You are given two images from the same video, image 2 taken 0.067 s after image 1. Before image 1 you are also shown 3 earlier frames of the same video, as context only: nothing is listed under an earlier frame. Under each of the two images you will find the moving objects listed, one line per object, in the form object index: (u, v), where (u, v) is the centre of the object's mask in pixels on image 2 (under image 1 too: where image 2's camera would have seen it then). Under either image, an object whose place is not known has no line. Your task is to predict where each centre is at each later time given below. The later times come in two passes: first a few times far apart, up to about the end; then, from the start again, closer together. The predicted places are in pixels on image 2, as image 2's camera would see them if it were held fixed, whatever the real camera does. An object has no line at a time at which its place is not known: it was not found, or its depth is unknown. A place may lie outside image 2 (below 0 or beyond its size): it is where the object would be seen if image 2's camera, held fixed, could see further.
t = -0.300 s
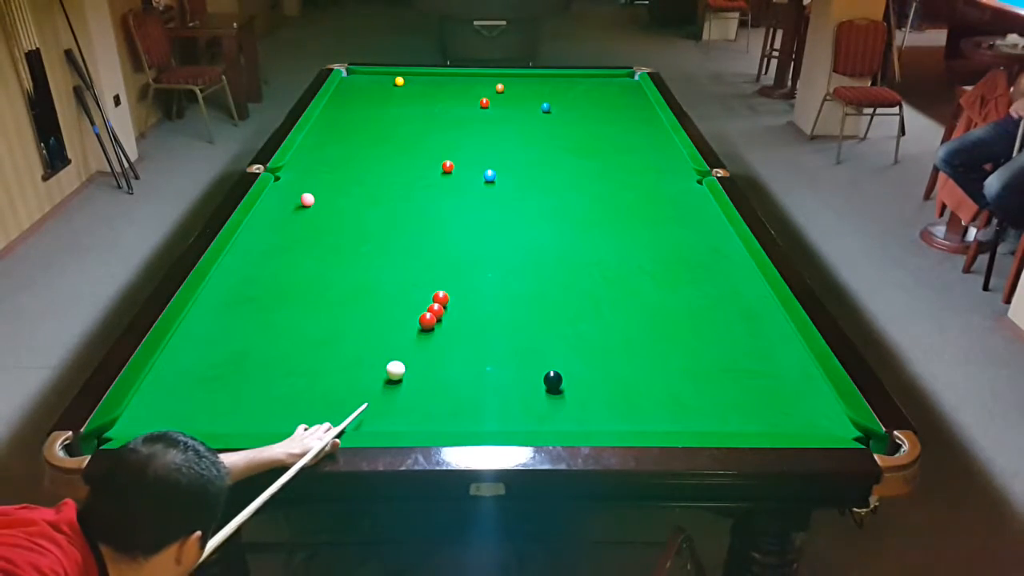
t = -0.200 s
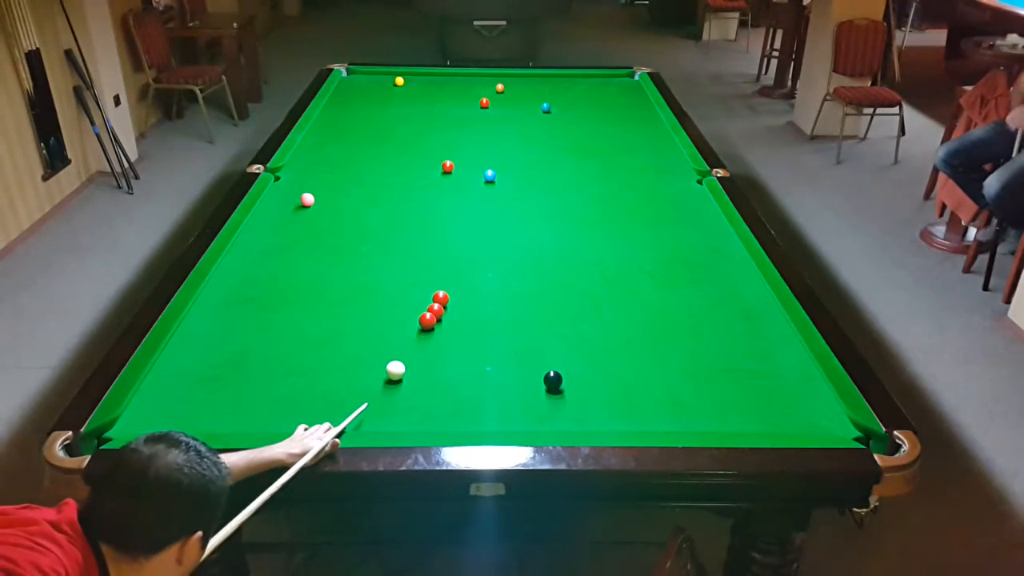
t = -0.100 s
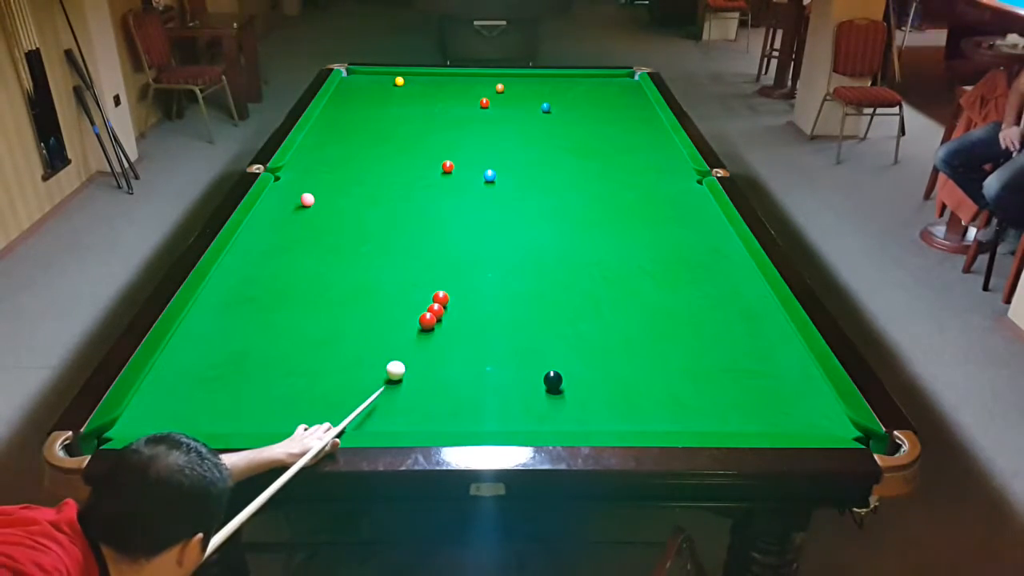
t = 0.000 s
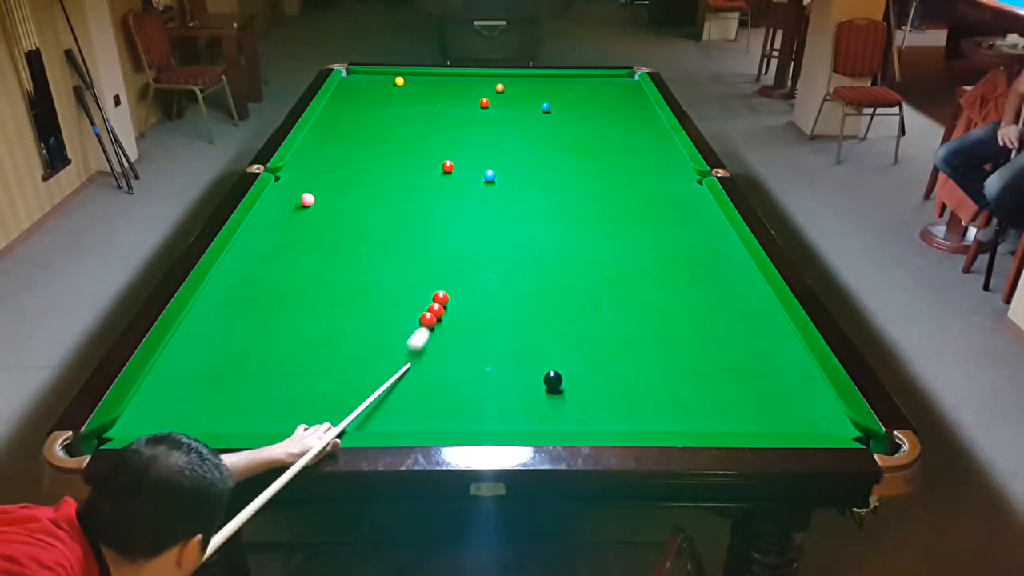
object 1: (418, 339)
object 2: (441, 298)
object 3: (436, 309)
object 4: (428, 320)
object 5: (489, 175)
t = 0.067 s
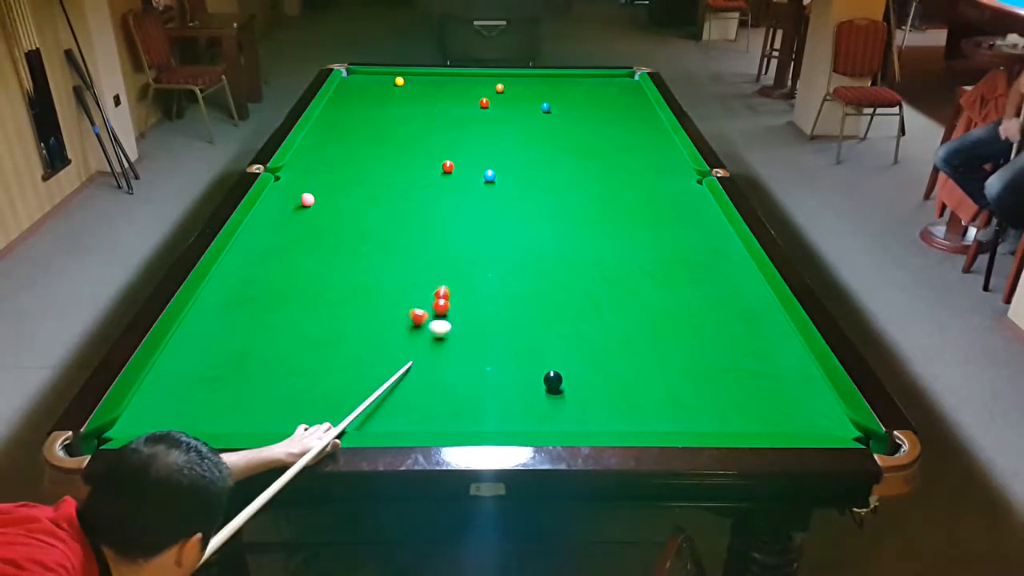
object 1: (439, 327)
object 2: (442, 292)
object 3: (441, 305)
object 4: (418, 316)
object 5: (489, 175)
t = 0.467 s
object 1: (535, 337)
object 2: (463, 235)
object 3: (478, 305)
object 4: (339, 293)
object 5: (489, 175)
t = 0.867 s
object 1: (620, 349)
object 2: (478, 193)
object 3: (508, 305)
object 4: (273, 273)
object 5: (490, 175)
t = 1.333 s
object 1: (716, 363)
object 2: (465, 168)
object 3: (535, 305)
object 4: (250, 255)
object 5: (513, 163)
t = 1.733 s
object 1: (794, 374)
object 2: (446, 155)
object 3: (552, 305)
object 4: (289, 247)
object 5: (538, 150)
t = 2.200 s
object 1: (788, 396)
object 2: (429, 144)
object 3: (564, 305)
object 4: (326, 239)
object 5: (563, 138)
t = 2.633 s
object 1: (760, 417)
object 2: (415, 134)
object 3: (567, 305)
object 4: (352, 234)
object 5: (582, 129)
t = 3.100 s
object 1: (731, 421)
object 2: (404, 127)
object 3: (567, 306)
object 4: (373, 230)
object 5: (600, 120)
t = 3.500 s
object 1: (711, 416)
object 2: (396, 121)
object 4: (386, 227)
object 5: (613, 115)
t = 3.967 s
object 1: (695, 410)
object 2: (389, 117)
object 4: (394, 225)
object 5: (625, 109)
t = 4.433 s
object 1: (690, 408)
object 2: (383, 114)
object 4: (397, 224)
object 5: (635, 105)
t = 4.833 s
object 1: (691, 408)
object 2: (380, 113)
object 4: (397, 224)
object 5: (641, 103)
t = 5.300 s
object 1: (691, 408)
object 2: (378, 112)
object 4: (397, 224)
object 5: (646, 100)
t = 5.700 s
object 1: (691, 408)
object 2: (378, 112)
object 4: (397, 224)
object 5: (644, 100)
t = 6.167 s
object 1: (691, 408)
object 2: (378, 112)
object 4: (397, 224)
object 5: (643, 99)
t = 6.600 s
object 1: (691, 408)
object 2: (378, 112)
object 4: (397, 224)
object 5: (643, 99)
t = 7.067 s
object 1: (691, 409)
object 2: (378, 112)
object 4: (397, 224)
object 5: (643, 99)
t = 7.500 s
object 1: (691, 409)
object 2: (378, 112)
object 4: (397, 224)
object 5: (643, 99)
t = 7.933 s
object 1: (691, 408)
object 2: (378, 112)
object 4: (397, 224)
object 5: (643, 99)
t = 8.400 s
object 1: (691, 408)
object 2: (378, 112)
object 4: (397, 224)
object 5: (644, 99)
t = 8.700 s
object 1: (691, 408)
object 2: (378, 112)
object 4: (397, 224)
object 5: (643, 99)
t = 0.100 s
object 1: (450, 327)
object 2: (444, 288)
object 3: (445, 307)
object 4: (410, 314)
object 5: (489, 175)
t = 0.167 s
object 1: (469, 328)
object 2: (449, 275)
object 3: (451, 306)
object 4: (395, 310)
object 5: (489, 175)
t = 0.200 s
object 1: (477, 329)
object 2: (451, 270)
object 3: (454, 306)
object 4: (389, 308)
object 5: (489, 175)
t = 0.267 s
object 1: (492, 331)
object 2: (454, 260)
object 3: (461, 306)
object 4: (376, 304)
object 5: (489, 175)
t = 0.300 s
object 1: (499, 332)
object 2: (456, 256)
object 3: (463, 306)
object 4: (370, 302)
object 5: (489, 175)
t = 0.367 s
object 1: (514, 334)
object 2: (459, 247)
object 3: (469, 306)
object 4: (357, 298)
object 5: (489, 175)
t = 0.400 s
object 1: (521, 335)
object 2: (460, 243)
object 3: (472, 305)
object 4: (351, 296)
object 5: (489, 175)
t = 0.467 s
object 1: (535, 337)
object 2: (463, 235)
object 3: (478, 305)
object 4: (339, 293)
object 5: (489, 175)
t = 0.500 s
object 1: (542, 338)
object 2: (464, 230)
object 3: (480, 305)
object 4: (333, 291)
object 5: (489, 175)
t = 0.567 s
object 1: (557, 340)
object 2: (467, 223)
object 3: (486, 305)
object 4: (322, 287)
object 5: (489, 175)
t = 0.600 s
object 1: (564, 341)
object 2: (469, 219)
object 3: (488, 305)
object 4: (316, 285)
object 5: (489, 175)
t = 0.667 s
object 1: (578, 343)
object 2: (471, 212)
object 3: (493, 305)
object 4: (305, 282)
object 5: (489, 175)
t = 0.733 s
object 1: (592, 345)
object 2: (473, 205)
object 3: (498, 305)
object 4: (294, 279)
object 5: (489, 175)
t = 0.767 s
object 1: (599, 346)
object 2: (474, 202)
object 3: (501, 305)
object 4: (289, 277)
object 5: (489, 175)
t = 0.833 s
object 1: (613, 348)
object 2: (477, 196)
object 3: (505, 305)
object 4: (279, 274)
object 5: (489, 175)
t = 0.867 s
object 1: (620, 349)
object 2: (478, 193)
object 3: (508, 305)
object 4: (273, 273)
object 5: (490, 175)
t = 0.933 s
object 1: (634, 351)
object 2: (479, 187)
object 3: (512, 305)
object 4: (263, 270)
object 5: (490, 175)
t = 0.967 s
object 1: (641, 352)
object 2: (481, 184)
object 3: (514, 304)
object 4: (259, 268)
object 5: (490, 175)
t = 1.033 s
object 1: (655, 354)
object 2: (482, 179)
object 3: (518, 305)
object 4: (249, 265)
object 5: (491, 174)
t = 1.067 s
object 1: (661, 355)
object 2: (479, 178)
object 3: (520, 305)
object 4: (244, 264)
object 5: (493, 173)
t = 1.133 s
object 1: (675, 357)
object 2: (475, 175)
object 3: (524, 305)
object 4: (235, 261)
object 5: (499, 170)
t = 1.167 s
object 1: (682, 358)
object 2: (473, 174)
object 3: (526, 305)
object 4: (231, 259)
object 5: (501, 169)
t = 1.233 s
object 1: (695, 360)
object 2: (470, 172)
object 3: (530, 305)
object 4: (239, 258)
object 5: (506, 167)
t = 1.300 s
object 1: (709, 362)
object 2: (467, 170)
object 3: (533, 305)
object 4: (246, 256)
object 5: (511, 164)
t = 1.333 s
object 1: (716, 363)
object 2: (465, 168)
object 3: (535, 305)
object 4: (250, 255)
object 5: (513, 163)
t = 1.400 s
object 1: (729, 365)
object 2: (462, 166)
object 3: (538, 305)
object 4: (257, 254)
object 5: (518, 161)
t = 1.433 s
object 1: (735, 366)
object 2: (460, 165)
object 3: (540, 305)
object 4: (260, 253)
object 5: (520, 160)
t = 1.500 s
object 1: (749, 368)
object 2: (458, 163)
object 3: (543, 305)
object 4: (267, 252)
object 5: (524, 157)
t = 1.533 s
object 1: (755, 369)
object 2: (456, 161)
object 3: (544, 305)
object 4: (270, 251)
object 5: (526, 156)
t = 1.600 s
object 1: (768, 371)
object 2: (453, 159)
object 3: (547, 305)
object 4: (277, 250)
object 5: (530, 154)
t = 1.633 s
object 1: (775, 372)
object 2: (451, 158)
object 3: (548, 305)
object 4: (280, 249)
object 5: (532, 153)
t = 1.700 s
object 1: (787, 373)
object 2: (448, 156)
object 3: (550, 305)
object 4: (286, 248)
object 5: (536, 151)
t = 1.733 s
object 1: (794, 374)
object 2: (446, 155)
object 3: (552, 305)
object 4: (289, 247)
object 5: (538, 150)
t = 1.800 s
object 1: (806, 376)
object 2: (444, 154)
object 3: (554, 305)
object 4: (295, 246)
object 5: (542, 148)
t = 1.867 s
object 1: (810, 379)
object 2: (441, 152)
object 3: (556, 305)
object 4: (300, 245)
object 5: (546, 146)
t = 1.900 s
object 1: (807, 381)
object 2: (440, 151)
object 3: (557, 305)
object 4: (303, 244)
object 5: (548, 145)
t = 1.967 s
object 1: (803, 384)
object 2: (437, 149)
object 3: (559, 305)
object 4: (308, 243)
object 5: (551, 144)
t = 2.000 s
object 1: (801, 386)
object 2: (436, 148)
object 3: (560, 305)
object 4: (311, 243)
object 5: (553, 143)
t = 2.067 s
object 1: (796, 389)
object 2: (434, 147)
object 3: (561, 305)
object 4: (316, 242)
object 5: (556, 141)
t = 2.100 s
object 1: (794, 391)
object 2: (433, 146)
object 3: (562, 305)
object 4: (319, 241)
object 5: (558, 140)
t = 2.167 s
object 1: (790, 394)
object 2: (430, 144)
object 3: (563, 305)
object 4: (324, 240)
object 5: (561, 139)
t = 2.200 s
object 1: (788, 396)
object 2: (429, 144)
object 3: (564, 305)
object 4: (326, 239)
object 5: (563, 138)
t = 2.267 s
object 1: (783, 399)
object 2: (427, 142)
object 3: (565, 305)
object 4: (330, 238)
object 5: (566, 136)
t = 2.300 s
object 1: (781, 400)
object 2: (426, 141)
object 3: (565, 305)
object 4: (332, 238)
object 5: (567, 136)
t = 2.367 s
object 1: (777, 404)
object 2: (423, 140)
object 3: (566, 305)
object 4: (337, 237)
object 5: (570, 134)
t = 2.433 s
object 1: (773, 407)
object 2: (421, 138)
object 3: (566, 305)
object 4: (341, 236)
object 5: (573, 133)
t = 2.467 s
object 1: (771, 409)
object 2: (420, 138)
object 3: (567, 305)
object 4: (343, 236)
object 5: (575, 132)
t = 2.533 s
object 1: (767, 412)
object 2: (418, 136)
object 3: (567, 305)
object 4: (346, 235)
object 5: (578, 131)
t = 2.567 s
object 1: (764, 413)
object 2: (417, 136)
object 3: (567, 305)
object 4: (348, 235)
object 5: (579, 130)
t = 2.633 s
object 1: (760, 417)
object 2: (415, 134)
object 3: (567, 305)
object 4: (352, 234)
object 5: (582, 129)
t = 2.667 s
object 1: (758, 418)
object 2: (415, 134)
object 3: (567, 305)
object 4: (354, 234)
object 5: (583, 128)
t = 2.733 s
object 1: (754, 420)
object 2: (413, 133)
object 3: (567, 305)
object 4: (357, 233)
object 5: (586, 127)
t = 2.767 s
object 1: (752, 421)
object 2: (412, 132)
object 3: (567, 306)
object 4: (359, 233)
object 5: (587, 126)
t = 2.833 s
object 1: (748, 423)
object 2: (410, 131)
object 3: (567, 306)
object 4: (362, 232)
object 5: (590, 125)
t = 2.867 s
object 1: (746, 424)
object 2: (409, 130)
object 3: (567, 306)
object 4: (363, 232)
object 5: (591, 124)
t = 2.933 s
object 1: (742, 425)
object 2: (408, 129)
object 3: (567, 306)
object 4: (366, 231)
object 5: (594, 123)
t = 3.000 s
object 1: (738, 424)
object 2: (406, 128)
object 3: (567, 306)
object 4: (369, 230)
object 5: (596, 122)
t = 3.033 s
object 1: (735, 423)
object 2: (405, 127)
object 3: (567, 306)
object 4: (371, 230)
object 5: (597, 122)
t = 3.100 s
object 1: (731, 421)
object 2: (404, 127)
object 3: (567, 306)
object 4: (373, 230)
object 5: (600, 120)
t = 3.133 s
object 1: (729, 421)
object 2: (403, 126)
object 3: (567, 306)
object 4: (374, 229)
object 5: (601, 120)
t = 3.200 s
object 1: (725, 420)
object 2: (402, 125)
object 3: (567, 306)
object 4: (377, 229)
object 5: (603, 119)
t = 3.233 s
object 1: (724, 420)
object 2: (401, 125)
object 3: (567, 306)
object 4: (378, 229)
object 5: (604, 118)
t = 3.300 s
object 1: (720, 419)
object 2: (400, 124)
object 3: (567, 306)
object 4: (380, 228)
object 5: (606, 117)
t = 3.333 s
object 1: (719, 418)
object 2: (399, 123)
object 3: (567, 306)
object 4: (381, 228)
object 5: (607, 117)
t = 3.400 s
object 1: (715, 417)
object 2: (398, 122)
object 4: (383, 227)
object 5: (610, 116)
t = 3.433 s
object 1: (714, 417)
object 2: (397, 122)
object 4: (384, 227)
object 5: (611, 116)
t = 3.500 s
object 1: (711, 416)
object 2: (396, 121)
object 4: (386, 227)
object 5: (613, 115)
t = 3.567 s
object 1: (708, 414)
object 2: (395, 121)
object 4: (387, 226)
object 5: (615, 114)
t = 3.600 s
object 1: (707, 414)
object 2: (395, 120)
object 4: (388, 226)
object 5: (616, 113)
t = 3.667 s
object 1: (704, 413)
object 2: (393, 119)
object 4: (389, 226)
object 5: (618, 113)
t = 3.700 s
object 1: (703, 413)
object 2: (393, 119)
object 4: (390, 226)
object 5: (619, 112)
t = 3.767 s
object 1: (701, 412)
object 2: (392, 119)
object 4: (391, 226)
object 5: (620, 111)
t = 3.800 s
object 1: (699, 412)
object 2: (391, 118)
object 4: (392, 226)
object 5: (621, 111)
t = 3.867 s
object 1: (698, 411)
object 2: (390, 118)
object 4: (393, 225)
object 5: (623, 110)
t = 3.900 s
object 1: (697, 411)
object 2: (390, 117)
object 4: (394, 225)
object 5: (623, 110)
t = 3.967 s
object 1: (695, 410)
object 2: (389, 117)
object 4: (394, 225)
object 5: (625, 109)
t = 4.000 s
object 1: (694, 410)
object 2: (388, 116)
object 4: (395, 225)
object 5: (626, 109)
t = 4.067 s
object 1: (693, 409)
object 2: (387, 116)
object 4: (395, 225)
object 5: (627, 108)
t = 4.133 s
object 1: (692, 409)
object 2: (386, 116)
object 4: (396, 225)
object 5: (629, 108)
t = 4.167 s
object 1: (692, 409)
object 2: (386, 115)
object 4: (396, 225)
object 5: (629, 107)
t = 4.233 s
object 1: (691, 408)
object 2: (385, 115)
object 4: (396, 224)
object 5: (631, 107)
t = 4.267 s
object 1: (691, 408)
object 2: (385, 115)
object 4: (397, 224)
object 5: (632, 107)
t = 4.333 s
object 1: (691, 408)
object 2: (384, 114)
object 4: (397, 224)
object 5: (633, 106)
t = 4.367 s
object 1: (690, 408)
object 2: (384, 114)
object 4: (397, 224)
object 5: (633, 106)
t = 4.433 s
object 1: (690, 408)
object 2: (383, 114)
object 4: (397, 224)
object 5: (635, 105)
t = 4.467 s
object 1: (690, 408)
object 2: (383, 114)
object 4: (397, 224)
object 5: (635, 105)
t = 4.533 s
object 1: (691, 408)
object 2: (382, 113)
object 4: (397, 224)
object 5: (636, 105)
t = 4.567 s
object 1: (691, 408)
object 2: (382, 113)
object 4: (397, 224)
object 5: (637, 104)
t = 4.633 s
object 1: (691, 408)
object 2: (381, 113)
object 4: (397, 224)
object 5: (638, 104)
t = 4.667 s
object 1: (691, 408)
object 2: (381, 113)
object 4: (397, 224)
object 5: (638, 104)
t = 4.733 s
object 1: (691, 408)
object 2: (380, 113)
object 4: (397, 224)
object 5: (640, 103)
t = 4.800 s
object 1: (691, 408)
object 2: (380, 113)
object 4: (397, 224)
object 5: (641, 103)
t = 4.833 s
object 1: (691, 408)
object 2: (380, 113)
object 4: (397, 224)
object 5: (641, 103)
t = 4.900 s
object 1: (691, 408)
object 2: (379, 112)
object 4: (397, 224)
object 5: (642, 102)
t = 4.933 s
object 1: (691, 408)
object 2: (379, 112)
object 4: (397, 224)
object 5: (642, 102)
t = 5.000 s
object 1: (691, 408)
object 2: (379, 112)
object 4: (397, 224)
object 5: (643, 102)
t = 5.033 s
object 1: (691, 408)
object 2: (379, 112)
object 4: (397, 224)
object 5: (644, 102)
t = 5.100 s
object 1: (691, 408)
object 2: (379, 112)
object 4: (397, 224)
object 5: (644, 101)
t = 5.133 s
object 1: (691, 408)
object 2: (378, 112)
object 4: (397, 224)
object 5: (645, 101)
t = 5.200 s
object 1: (691, 408)
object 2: (378, 112)
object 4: (397, 224)
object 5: (646, 101)
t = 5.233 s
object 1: (691, 408)
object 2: (378, 112)
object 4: (397, 224)
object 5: (646, 101)
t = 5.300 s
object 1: (691, 408)
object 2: (378, 112)
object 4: (397, 224)
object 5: (646, 100)
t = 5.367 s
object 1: (691, 408)
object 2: (378, 112)
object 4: (397, 224)
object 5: (646, 100)
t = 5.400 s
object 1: (691, 408)
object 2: (378, 112)
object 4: (397, 224)
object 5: (645, 100)
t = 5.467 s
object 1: (691, 408)
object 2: (378, 112)
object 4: (397, 224)
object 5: (645, 100)
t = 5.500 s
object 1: (691, 408)
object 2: (378, 112)
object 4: (397, 224)
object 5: (645, 100)
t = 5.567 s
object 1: (691, 408)
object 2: (378, 112)
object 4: (397, 224)
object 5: (644, 100)
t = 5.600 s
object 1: (691, 408)
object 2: (378, 112)
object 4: (397, 224)
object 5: (644, 100)
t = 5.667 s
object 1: (691, 409)
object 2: (378, 112)
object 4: (397, 224)
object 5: (644, 100)
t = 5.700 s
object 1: (691, 408)
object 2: (378, 112)
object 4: (397, 224)
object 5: (644, 100)
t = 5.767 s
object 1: (691, 409)
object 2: (378, 112)
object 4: (397, 224)
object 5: (644, 99)
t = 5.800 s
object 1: (691, 409)
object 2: (378, 112)
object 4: (397, 224)
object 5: (643, 100)
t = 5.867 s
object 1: (691, 408)
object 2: (378, 112)
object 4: (397, 224)
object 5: (643, 99)
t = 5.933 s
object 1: (691, 408)
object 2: (378, 112)
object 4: (397, 224)
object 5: (643, 99)
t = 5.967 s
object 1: (691, 409)
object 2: (378, 112)
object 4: (397, 224)
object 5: (644, 99)
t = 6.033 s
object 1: (691, 408)
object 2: (378, 112)
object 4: (397, 224)
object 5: (644, 99)
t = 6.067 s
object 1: (691, 409)
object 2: (378, 112)
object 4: (397, 224)
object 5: (643, 99)
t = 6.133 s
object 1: (691, 408)
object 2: (378, 112)
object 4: (397, 224)
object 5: (644, 99)
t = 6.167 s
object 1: (691, 408)
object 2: (378, 112)
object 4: (397, 224)
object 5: (643, 99)
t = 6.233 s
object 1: (691, 408)
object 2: (378, 112)
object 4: (397, 224)
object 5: (643, 99)
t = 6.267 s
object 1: (691, 408)
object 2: (378, 112)
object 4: (397, 224)
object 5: (643, 99)
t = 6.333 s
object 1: (691, 408)
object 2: (378, 112)
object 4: (397, 224)
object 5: (643, 99)
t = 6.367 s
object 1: (691, 409)
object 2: (378, 112)
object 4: (397, 224)
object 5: (644, 99)
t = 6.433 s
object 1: (691, 409)
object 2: (378, 112)
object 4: (397, 224)
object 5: (644, 99)
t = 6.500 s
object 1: (691, 409)
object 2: (378, 112)
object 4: (397, 224)
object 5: (644, 99)
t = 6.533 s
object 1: (691, 408)
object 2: (378, 112)
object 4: (397, 224)
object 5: (644, 99)
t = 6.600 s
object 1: (691, 408)
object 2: (378, 112)
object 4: (397, 224)
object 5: (643, 99)
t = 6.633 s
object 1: (691, 408)
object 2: (378, 112)
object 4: (397, 224)
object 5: (643, 99)
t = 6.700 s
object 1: (691, 409)
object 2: (378, 112)
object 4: (397, 224)
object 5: (643, 99)
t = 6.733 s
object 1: (691, 409)
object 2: (378, 112)
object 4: (397, 224)
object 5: (643, 99)
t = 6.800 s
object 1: (691, 408)
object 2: (378, 112)
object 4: (397, 224)
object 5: (643, 99)
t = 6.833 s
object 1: (691, 409)
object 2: (378, 112)
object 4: (397, 224)
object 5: (643, 99)
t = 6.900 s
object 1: (691, 409)
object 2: (378, 112)
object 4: (397, 224)
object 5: (643, 99)
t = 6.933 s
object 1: (691, 409)
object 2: (378, 112)
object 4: (397, 224)
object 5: (643, 99)
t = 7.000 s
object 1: (691, 409)
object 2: (378, 112)
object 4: (397, 224)
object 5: (643, 99)
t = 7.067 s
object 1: (691, 409)
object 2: (378, 112)
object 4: (397, 224)
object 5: (643, 99)
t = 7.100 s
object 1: (691, 409)
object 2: (378, 112)
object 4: (397, 224)
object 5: (643, 99)
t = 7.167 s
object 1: (691, 409)
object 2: (378, 112)
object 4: (397, 224)
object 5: (643, 99)
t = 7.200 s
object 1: (691, 409)
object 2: (378, 112)
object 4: (397, 224)
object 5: (643, 99)
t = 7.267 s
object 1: (691, 409)
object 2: (378, 112)
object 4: (397, 224)
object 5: (643, 99)
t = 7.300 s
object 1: (691, 409)
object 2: (378, 112)
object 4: (397, 224)
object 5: (643, 99)
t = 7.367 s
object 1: (691, 409)
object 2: (378, 112)
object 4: (397, 224)
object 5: (643, 99)
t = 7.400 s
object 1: (691, 408)
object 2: (378, 112)
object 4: (397, 224)
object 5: (643, 99)
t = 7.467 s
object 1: (691, 409)
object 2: (378, 112)
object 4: (397, 224)
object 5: (643, 99)
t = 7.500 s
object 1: (691, 409)
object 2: (378, 112)
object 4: (397, 224)
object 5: (643, 99)
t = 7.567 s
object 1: (691, 409)
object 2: (378, 112)
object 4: (397, 224)
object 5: (643, 99)
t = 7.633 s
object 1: (691, 409)
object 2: (378, 112)
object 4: (397, 224)
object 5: (643, 99)
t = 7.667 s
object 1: (691, 409)
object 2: (378, 112)
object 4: (397, 224)
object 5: (643, 99)
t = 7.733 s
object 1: (691, 409)
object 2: (378, 112)
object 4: (397, 224)
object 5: (643, 99)
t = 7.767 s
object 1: (691, 408)
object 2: (378, 112)
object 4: (397, 224)
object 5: (643, 99)
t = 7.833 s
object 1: (691, 408)
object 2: (378, 112)
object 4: (397, 224)
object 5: (643, 99)
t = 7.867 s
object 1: (691, 408)
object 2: (378, 112)
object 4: (397, 224)
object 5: (644, 99)
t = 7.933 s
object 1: (691, 408)
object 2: (378, 112)
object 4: (397, 224)
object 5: (643, 99)
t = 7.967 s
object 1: (691, 408)
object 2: (378, 112)
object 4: (397, 224)
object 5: (643, 99)
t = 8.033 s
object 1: (691, 408)
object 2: (378, 112)
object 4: (397, 224)
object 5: (643, 100)
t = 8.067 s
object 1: (691, 408)
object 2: (378, 112)
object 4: (397, 224)
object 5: (643, 100)
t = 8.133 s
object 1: (691, 408)
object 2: (378, 112)
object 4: (397, 224)
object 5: (643, 100)
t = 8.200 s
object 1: (691, 408)
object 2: (378, 112)
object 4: (397, 224)
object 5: (643, 100)
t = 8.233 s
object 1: (691, 408)
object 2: (378, 112)
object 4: (397, 224)
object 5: (643, 100)
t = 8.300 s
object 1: (691, 408)
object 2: (378, 112)
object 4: (397, 224)
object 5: (643, 100)
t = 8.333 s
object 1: (691, 408)
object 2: (378, 112)
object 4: (397, 224)
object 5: (643, 100)
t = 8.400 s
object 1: (691, 408)
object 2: (378, 112)
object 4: (397, 224)
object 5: (644, 99)
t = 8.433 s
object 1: (691, 408)
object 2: (378, 112)
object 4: (397, 224)
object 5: (643, 99)
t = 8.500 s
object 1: (691, 408)
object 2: (378, 112)
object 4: (397, 224)
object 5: (644, 99)
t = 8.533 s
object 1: (691, 408)
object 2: (378, 112)
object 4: (397, 224)
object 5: (643, 99)
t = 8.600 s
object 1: (691, 409)
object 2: (378, 112)
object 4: (397, 224)
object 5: (644, 99)
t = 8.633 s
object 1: (691, 408)
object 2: (378, 112)
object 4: (397, 224)
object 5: (644, 99)
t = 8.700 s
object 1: (691, 408)
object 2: (378, 112)
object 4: (397, 224)
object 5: (643, 99)
